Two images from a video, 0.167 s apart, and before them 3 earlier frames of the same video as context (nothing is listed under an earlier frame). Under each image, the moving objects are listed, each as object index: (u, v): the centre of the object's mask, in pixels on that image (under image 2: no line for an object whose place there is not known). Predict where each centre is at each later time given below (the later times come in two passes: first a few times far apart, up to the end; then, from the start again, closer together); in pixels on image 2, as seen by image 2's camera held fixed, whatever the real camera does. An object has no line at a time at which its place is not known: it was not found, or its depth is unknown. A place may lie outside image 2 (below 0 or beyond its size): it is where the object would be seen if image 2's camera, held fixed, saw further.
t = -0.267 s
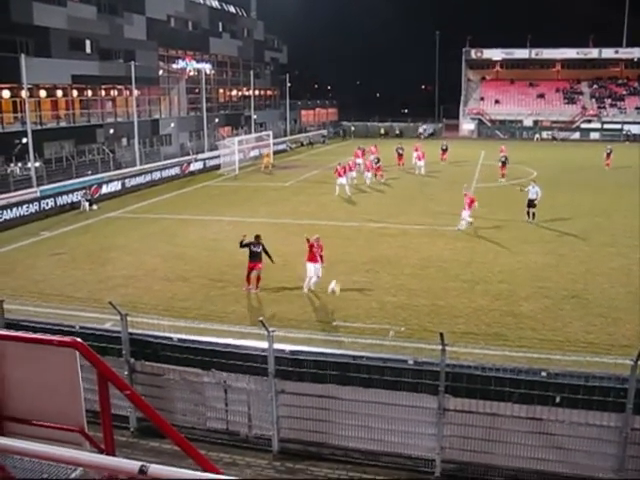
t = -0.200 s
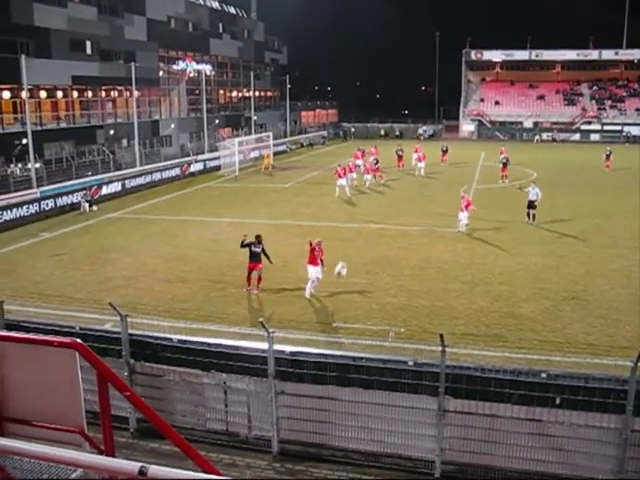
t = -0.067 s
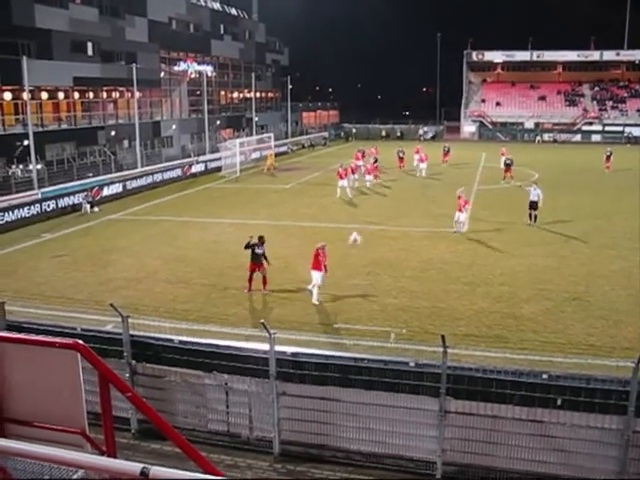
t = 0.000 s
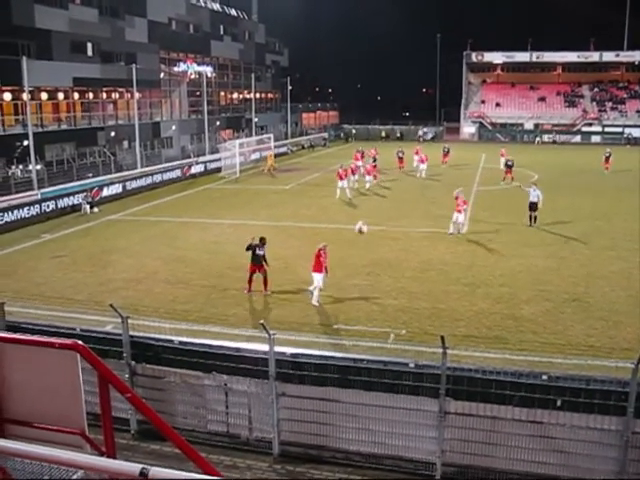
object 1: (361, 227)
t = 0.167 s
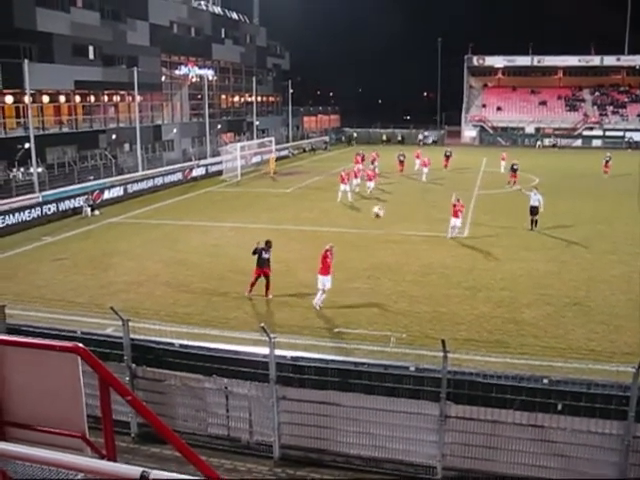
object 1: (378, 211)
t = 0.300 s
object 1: (390, 206)
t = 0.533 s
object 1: (410, 217)
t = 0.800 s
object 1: (432, 259)
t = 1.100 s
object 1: (454, 337)
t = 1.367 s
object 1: (475, 325)
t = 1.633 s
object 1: (496, 297)
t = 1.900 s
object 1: (517, 300)
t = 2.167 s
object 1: (536, 338)
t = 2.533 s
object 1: (565, 361)
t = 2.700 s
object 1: (580, 352)
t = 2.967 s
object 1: (601, 363)
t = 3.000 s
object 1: (604, 368)
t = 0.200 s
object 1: (380, 209)
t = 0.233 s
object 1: (383, 208)
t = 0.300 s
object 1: (390, 206)
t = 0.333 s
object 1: (393, 207)
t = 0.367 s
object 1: (395, 207)
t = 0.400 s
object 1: (399, 208)
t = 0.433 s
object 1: (401, 210)
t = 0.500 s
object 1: (407, 214)
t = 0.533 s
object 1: (410, 217)
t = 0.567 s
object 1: (413, 220)
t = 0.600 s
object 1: (416, 225)
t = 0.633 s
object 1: (418, 229)
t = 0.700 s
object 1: (424, 240)
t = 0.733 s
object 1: (427, 246)
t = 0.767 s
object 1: (429, 253)
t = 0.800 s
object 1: (432, 259)
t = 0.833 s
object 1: (435, 267)
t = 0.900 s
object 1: (440, 281)
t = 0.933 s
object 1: (442, 290)
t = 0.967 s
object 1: (445, 299)
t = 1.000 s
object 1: (447, 308)
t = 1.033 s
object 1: (449, 318)
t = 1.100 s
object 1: (454, 337)
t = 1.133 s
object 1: (456, 347)
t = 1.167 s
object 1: (458, 358)
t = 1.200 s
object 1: (461, 359)
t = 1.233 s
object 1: (464, 351)
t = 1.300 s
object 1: (469, 337)
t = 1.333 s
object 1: (472, 331)
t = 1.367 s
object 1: (475, 325)
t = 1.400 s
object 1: (477, 320)
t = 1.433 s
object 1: (480, 315)
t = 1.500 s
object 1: (485, 307)
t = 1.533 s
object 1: (488, 304)
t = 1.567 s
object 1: (491, 301)
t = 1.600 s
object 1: (493, 299)
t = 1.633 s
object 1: (496, 297)
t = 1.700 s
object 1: (502, 295)
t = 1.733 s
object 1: (504, 294)
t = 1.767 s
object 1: (507, 295)
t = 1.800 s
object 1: (509, 296)
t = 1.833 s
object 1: (511, 296)
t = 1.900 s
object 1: (517, 300)
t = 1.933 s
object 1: (519, 304)
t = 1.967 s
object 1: (522, 307)
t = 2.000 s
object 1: (524, 310)
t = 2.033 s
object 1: (527, 315)
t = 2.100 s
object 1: (532, 326)
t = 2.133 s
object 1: (534, 331)
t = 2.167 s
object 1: (536, 338)
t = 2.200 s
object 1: (539, 345)
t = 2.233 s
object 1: (542, 353)
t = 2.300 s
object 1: (546, 369)
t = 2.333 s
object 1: (548, 374)
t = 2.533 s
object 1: (565, 361)
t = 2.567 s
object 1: (568, 358)
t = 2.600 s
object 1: (571, 356)
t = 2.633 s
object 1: (574, 355)
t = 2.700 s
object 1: (580, 352)
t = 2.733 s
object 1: (582, 352)
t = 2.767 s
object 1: (585, 352)
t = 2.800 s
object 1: (588, 353)
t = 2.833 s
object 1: (591, 353)
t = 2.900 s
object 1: (596, 359)
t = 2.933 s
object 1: (599, 361)
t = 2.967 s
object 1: (601, 363)
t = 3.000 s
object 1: (604, 368)
